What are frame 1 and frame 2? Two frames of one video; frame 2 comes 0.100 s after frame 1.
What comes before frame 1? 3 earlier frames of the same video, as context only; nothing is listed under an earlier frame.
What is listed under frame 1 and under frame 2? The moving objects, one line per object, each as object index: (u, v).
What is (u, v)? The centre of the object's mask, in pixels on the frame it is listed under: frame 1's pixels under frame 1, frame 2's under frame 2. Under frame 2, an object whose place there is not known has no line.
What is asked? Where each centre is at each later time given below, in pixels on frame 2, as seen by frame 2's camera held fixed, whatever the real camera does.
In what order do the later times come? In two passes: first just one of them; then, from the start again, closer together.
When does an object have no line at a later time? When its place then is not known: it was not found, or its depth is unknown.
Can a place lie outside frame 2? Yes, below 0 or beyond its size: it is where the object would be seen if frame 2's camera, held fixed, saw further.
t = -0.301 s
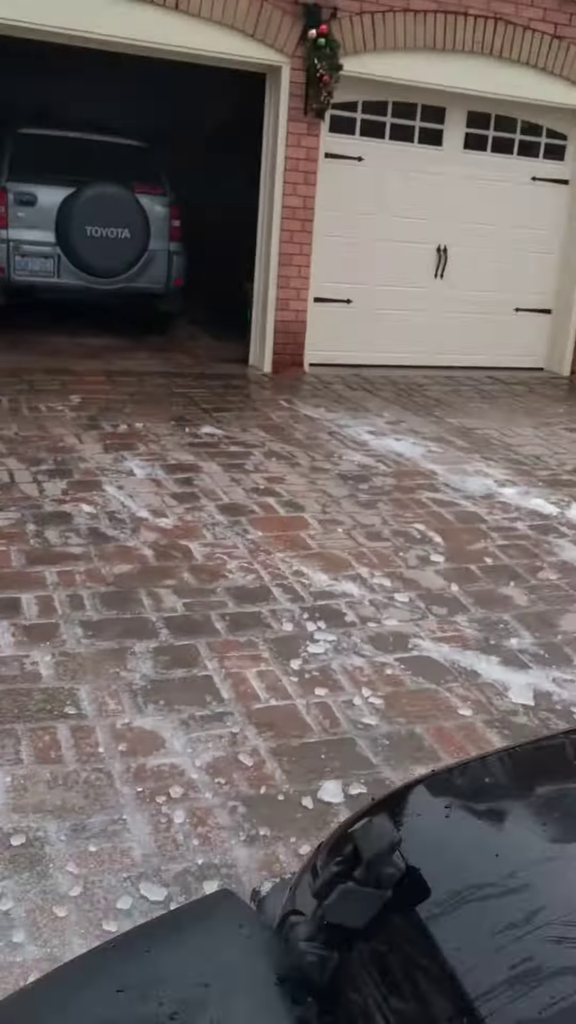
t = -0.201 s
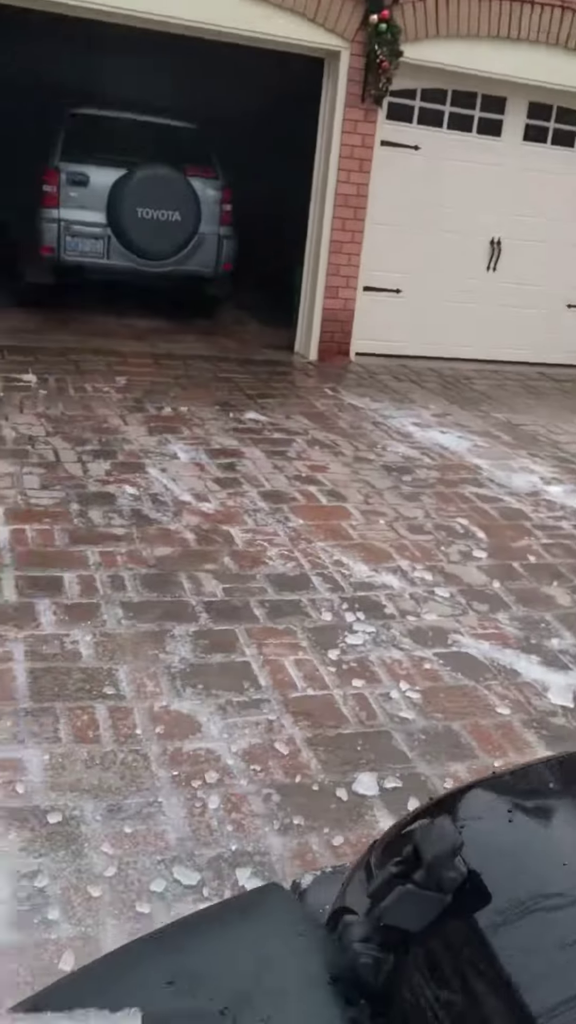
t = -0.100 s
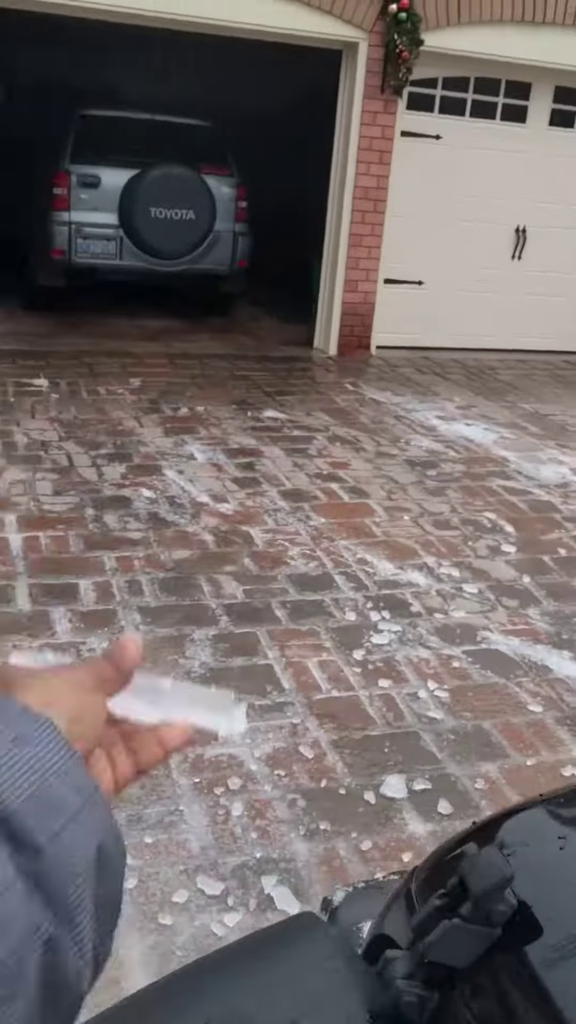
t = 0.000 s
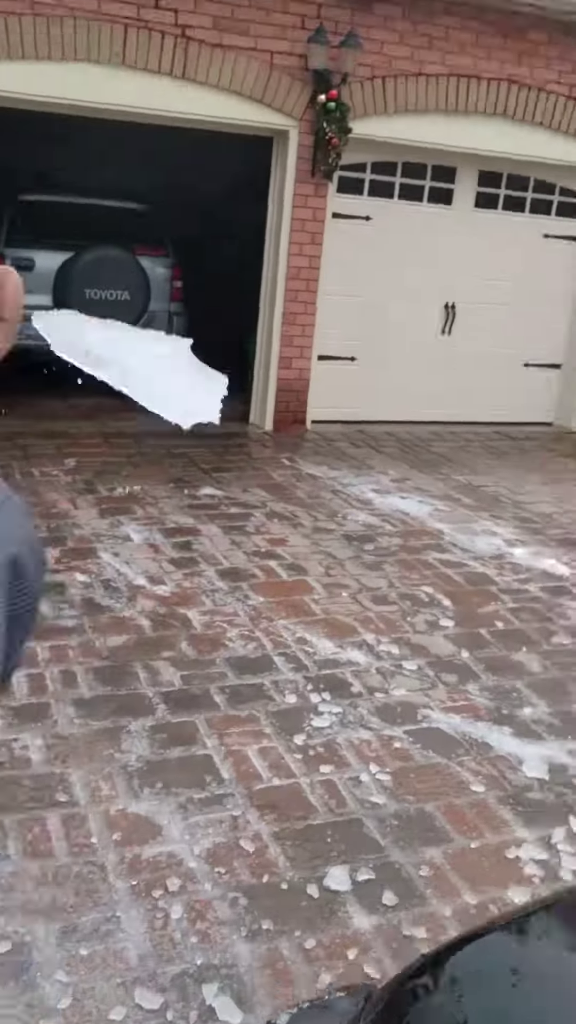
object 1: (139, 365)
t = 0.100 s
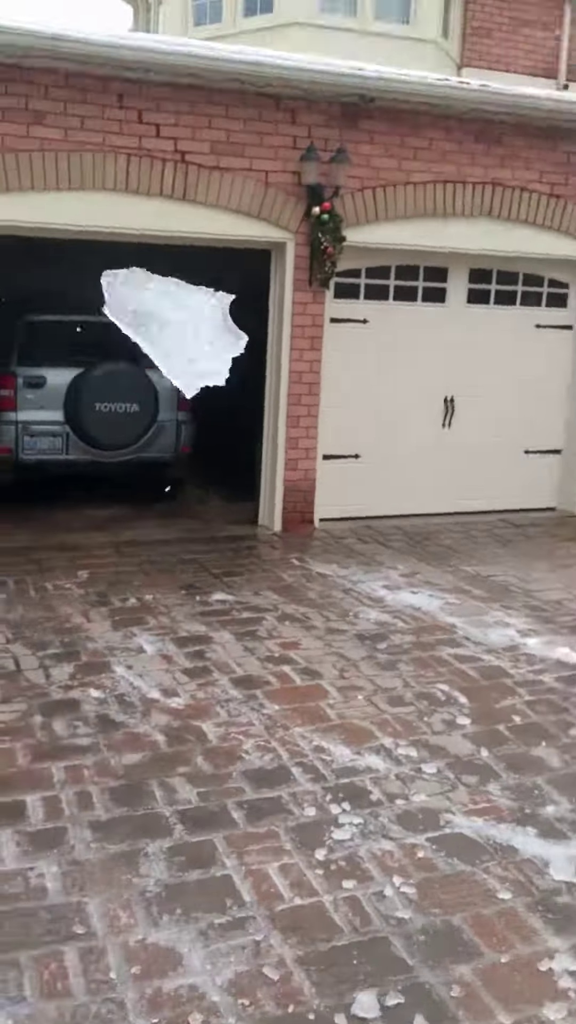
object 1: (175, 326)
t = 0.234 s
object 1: (199, 322)
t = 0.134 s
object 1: (179, 309)
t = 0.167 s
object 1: (188, 304)
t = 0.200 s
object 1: (197, 309)
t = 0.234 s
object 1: (199, 322)
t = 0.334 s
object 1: (208, 392)
